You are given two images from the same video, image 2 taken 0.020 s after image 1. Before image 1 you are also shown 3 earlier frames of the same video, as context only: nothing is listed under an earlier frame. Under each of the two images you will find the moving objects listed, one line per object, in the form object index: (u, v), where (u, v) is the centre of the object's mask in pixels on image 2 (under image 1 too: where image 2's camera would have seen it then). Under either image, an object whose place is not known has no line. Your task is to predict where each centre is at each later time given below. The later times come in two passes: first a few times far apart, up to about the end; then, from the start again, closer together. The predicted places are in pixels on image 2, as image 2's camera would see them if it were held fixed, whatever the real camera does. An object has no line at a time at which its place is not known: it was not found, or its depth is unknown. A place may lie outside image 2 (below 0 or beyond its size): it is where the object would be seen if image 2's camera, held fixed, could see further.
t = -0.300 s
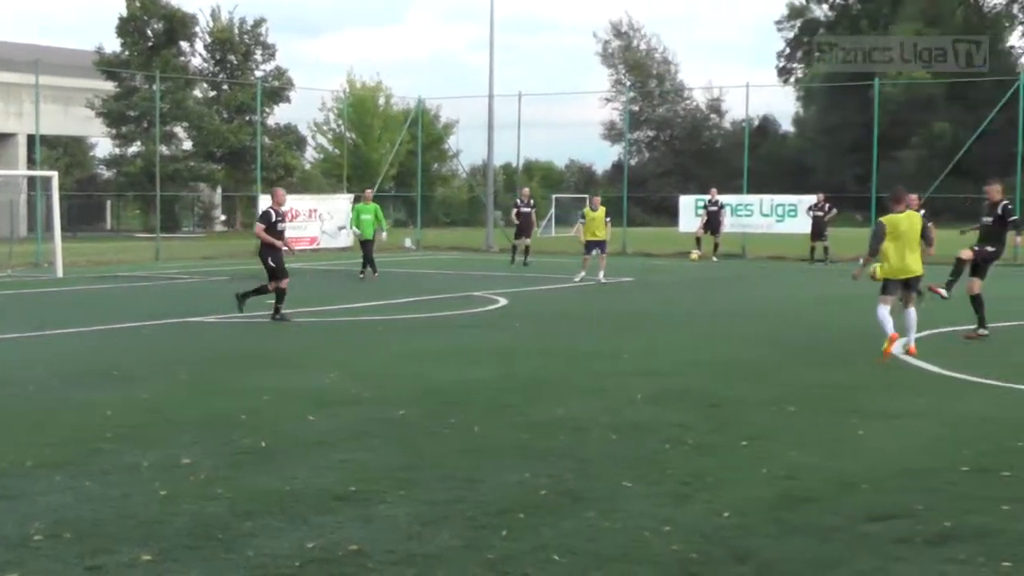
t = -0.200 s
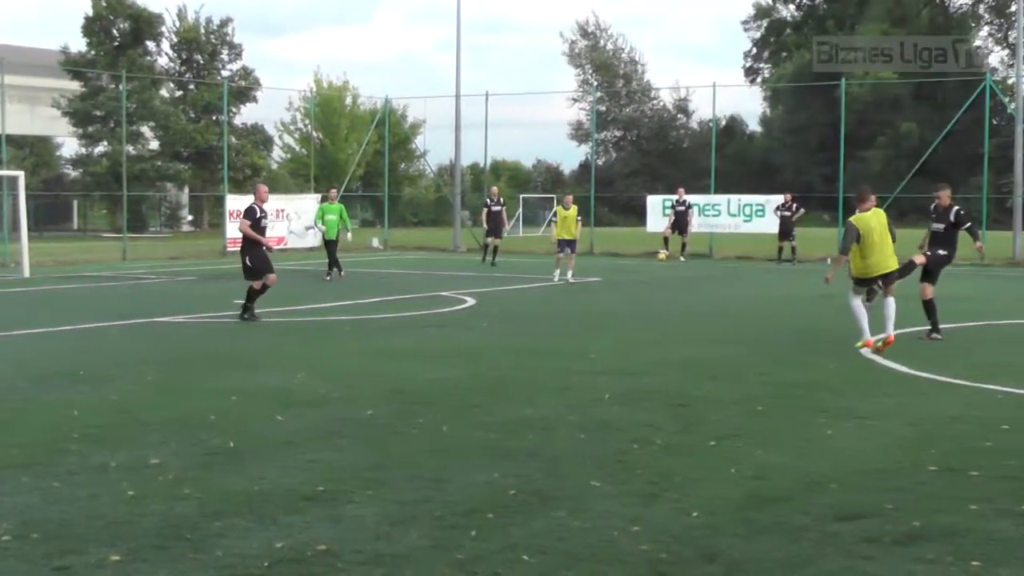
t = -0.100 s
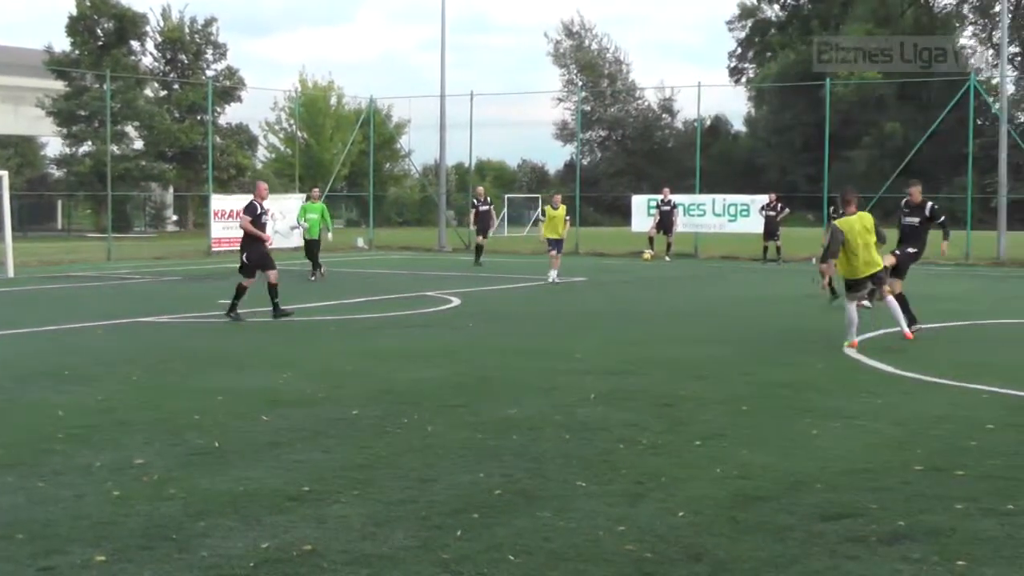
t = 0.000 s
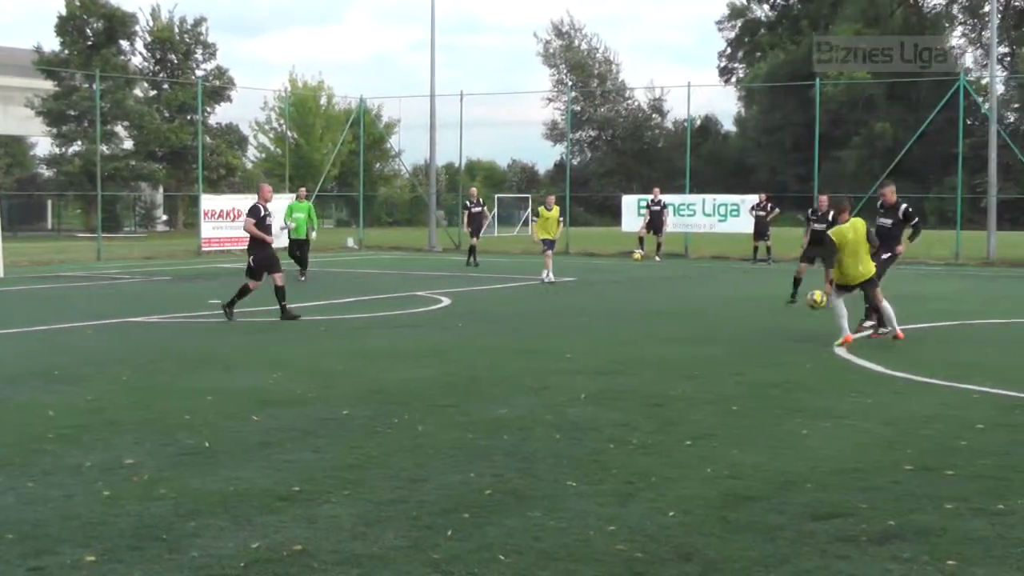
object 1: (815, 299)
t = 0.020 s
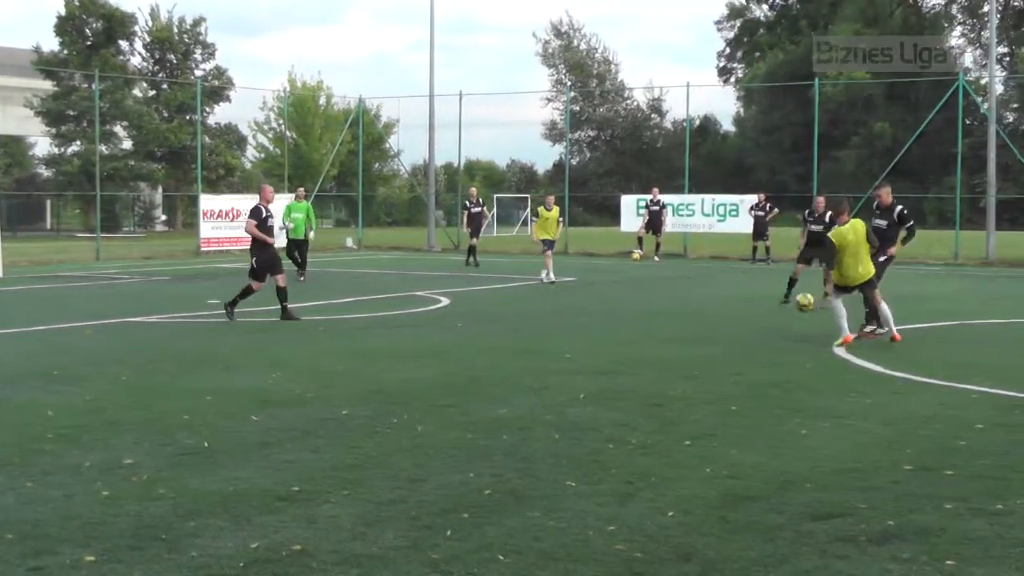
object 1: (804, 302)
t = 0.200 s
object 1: (709, 323)
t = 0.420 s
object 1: (609, 313)
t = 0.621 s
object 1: (520, 321)
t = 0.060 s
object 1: (782, 309)
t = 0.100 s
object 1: (760, 317)
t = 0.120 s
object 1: (750, 322)
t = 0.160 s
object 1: (729, 329)
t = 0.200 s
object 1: (709, 323)
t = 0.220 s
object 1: (702, 320)
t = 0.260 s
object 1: (682, 316)
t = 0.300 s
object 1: (663, 312)
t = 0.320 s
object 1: (655, 312)
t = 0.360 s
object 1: (636, 311)
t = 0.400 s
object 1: (619, 312)
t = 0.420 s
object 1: (609, 313)
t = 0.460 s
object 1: (591, 317)
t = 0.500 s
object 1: (573, 320)
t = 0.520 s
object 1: (564, 323)
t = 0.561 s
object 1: (546, 329)
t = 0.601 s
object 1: (528, 323)
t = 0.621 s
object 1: (520, 321)
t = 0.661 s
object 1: (503, 316)
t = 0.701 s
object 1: (486, 314)
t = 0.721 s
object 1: (478, 314)
